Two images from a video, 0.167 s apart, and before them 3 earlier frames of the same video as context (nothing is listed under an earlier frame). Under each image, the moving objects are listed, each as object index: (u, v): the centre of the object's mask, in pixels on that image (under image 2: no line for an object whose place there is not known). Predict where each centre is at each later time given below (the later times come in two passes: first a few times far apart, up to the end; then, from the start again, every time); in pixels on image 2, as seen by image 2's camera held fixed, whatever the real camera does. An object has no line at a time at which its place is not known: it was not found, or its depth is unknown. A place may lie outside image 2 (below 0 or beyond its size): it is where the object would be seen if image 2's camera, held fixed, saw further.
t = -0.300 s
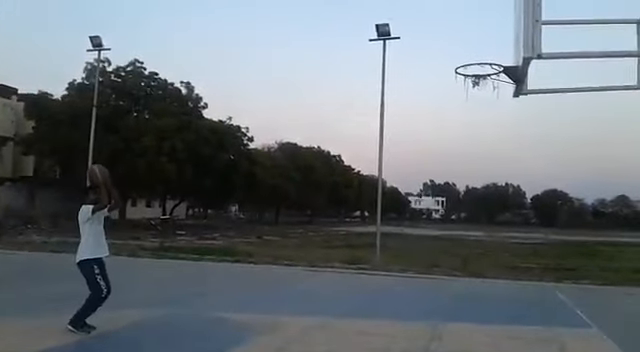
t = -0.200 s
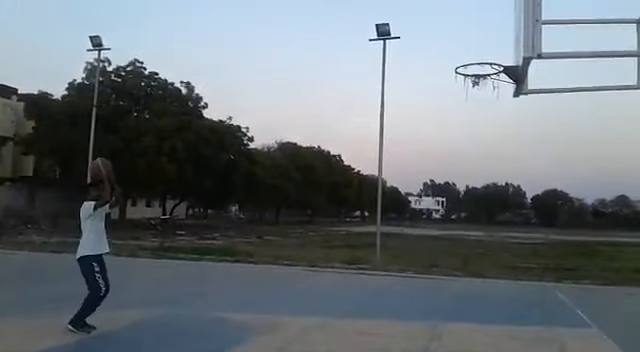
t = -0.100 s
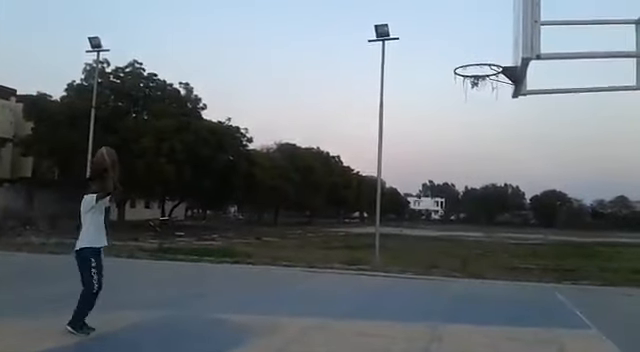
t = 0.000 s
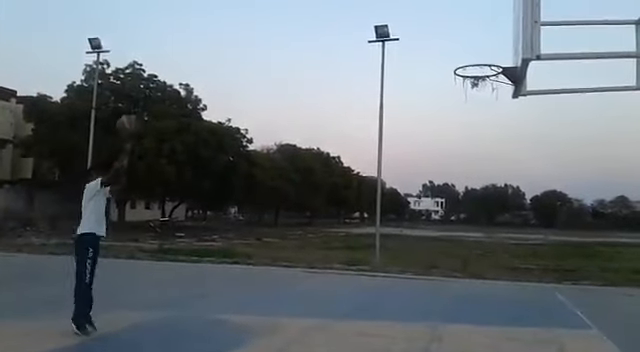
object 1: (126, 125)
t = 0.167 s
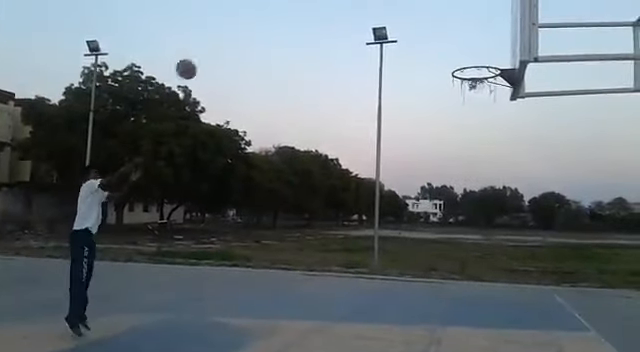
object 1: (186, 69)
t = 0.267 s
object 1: (222, 43)
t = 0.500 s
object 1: (308, 13)
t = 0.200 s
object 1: (198, 59)
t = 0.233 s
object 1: (210, 51)
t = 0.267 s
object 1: (222, 43)
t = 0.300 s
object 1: (234, 36)
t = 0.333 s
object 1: (247, 30)
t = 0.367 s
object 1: (259, 25)
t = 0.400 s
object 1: (271, 21)
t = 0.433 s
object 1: (283, 17)
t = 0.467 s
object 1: (296, 15)
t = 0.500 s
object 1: (308, 13)
